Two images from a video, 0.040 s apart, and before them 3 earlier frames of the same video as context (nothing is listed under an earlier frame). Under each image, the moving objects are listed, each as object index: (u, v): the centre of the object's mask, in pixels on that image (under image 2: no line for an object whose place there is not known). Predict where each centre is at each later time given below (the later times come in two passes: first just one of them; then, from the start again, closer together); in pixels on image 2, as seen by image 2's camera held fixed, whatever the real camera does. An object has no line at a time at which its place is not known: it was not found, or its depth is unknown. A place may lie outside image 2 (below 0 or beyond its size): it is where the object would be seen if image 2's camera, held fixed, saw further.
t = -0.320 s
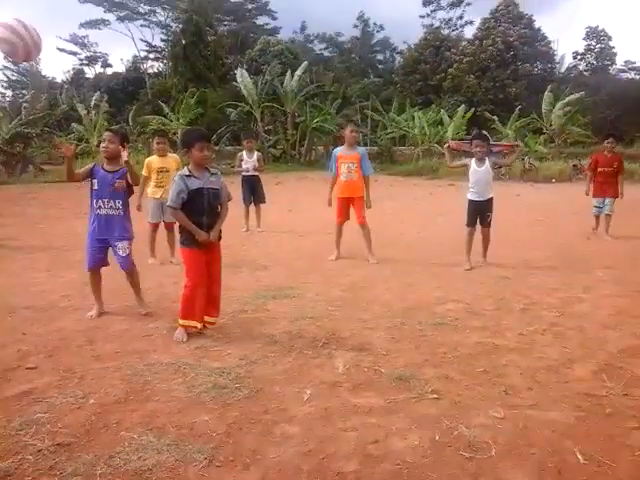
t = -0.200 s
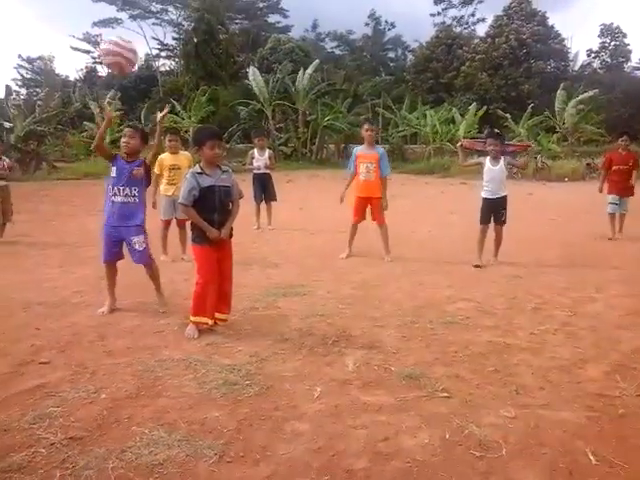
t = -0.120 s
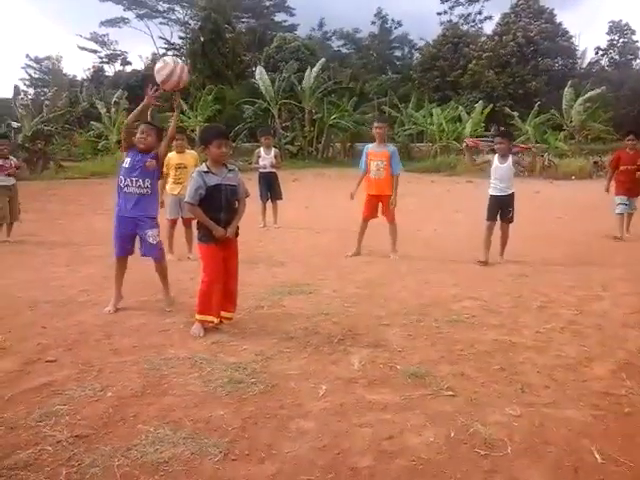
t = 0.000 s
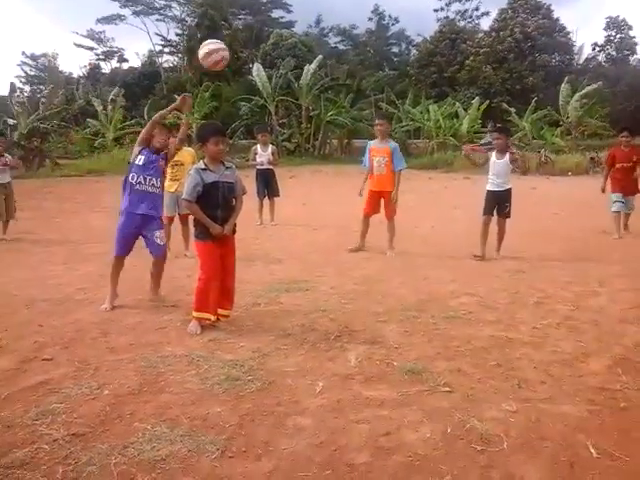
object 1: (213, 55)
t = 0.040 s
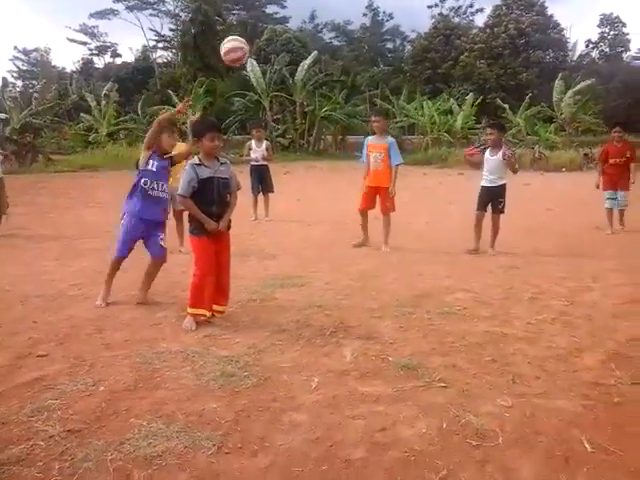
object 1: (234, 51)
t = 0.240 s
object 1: (292, 85)
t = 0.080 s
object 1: (246, 54)
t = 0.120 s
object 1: (258, 60)
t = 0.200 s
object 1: (281, 74)
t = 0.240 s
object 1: (292, 85)
